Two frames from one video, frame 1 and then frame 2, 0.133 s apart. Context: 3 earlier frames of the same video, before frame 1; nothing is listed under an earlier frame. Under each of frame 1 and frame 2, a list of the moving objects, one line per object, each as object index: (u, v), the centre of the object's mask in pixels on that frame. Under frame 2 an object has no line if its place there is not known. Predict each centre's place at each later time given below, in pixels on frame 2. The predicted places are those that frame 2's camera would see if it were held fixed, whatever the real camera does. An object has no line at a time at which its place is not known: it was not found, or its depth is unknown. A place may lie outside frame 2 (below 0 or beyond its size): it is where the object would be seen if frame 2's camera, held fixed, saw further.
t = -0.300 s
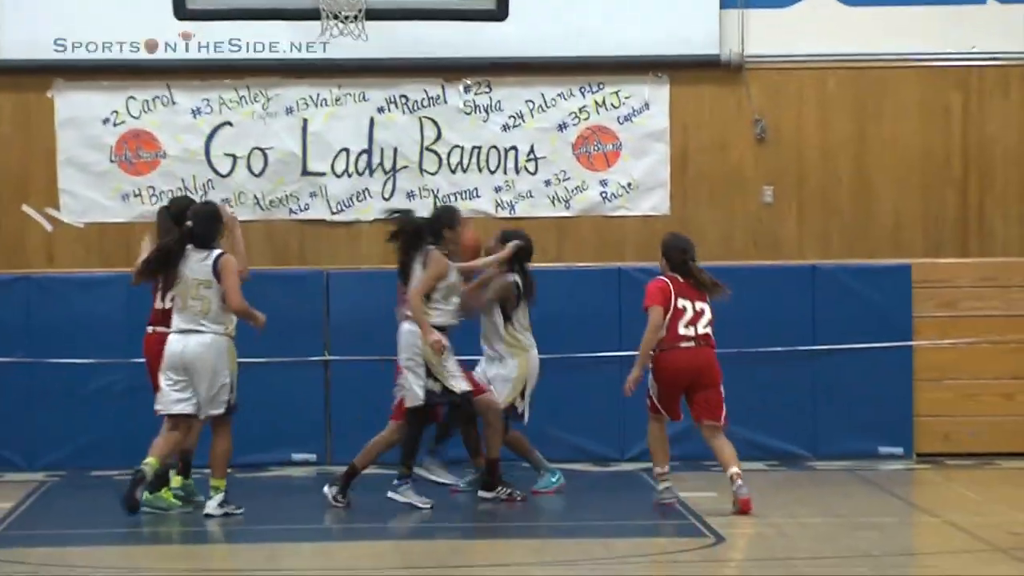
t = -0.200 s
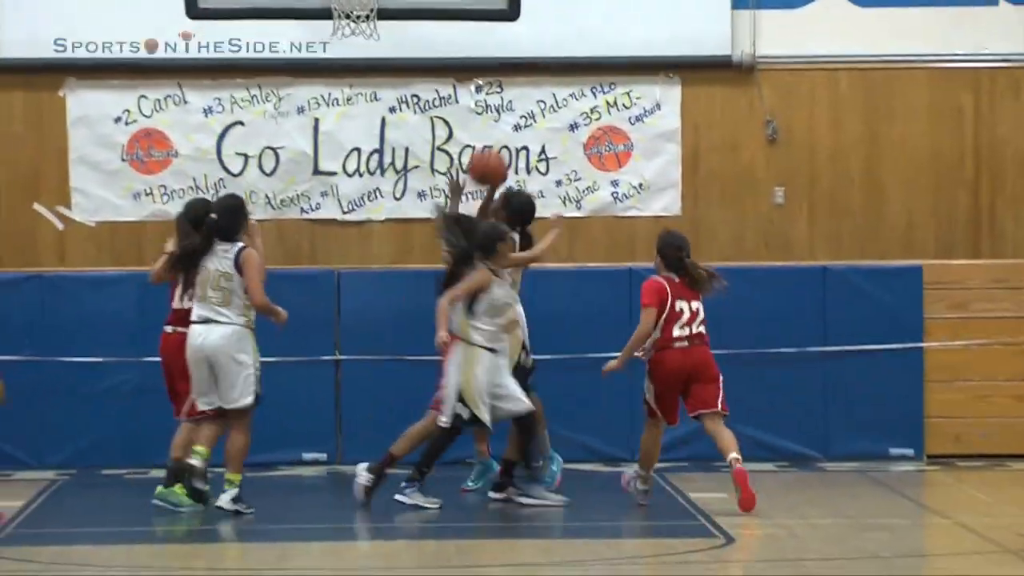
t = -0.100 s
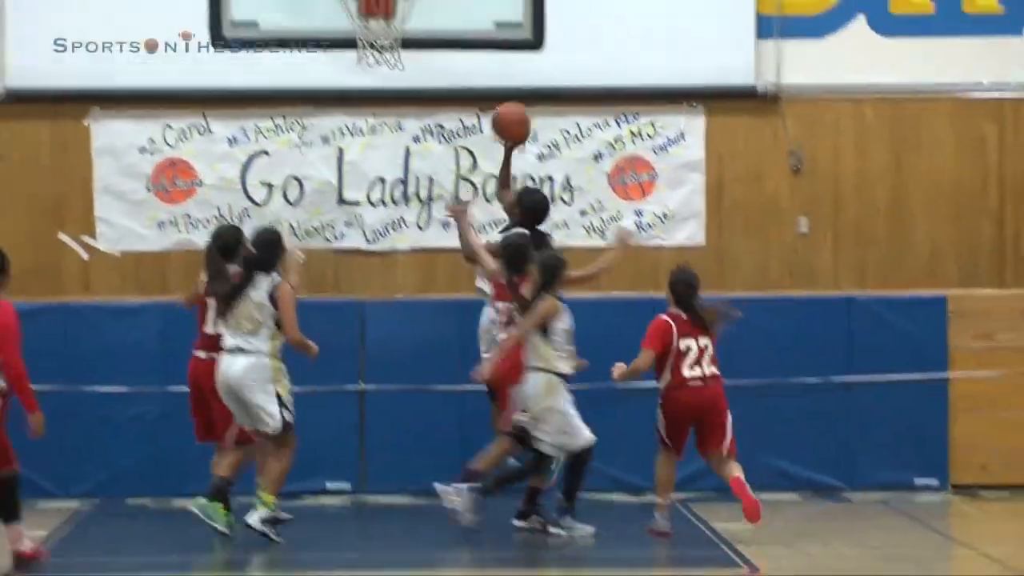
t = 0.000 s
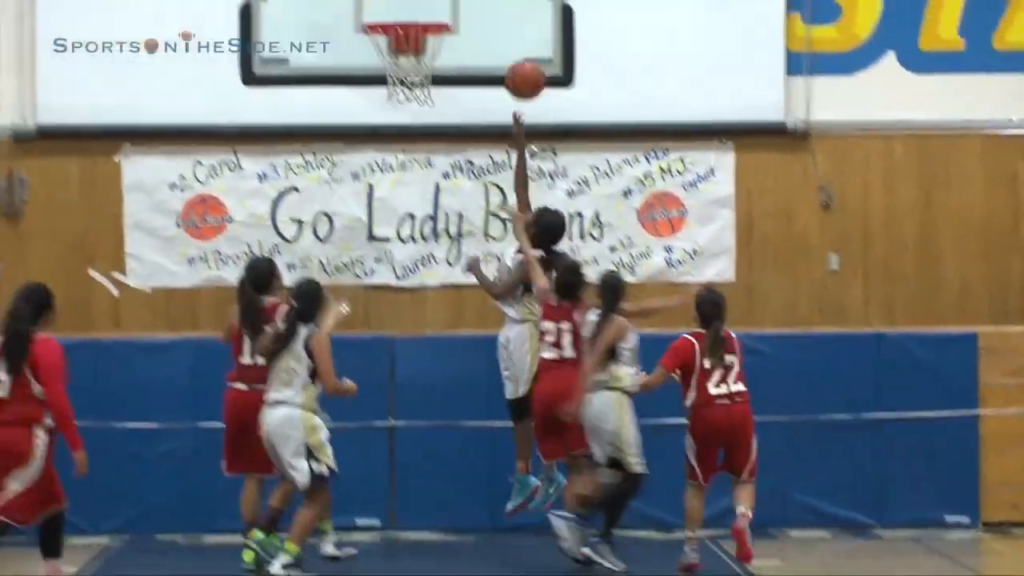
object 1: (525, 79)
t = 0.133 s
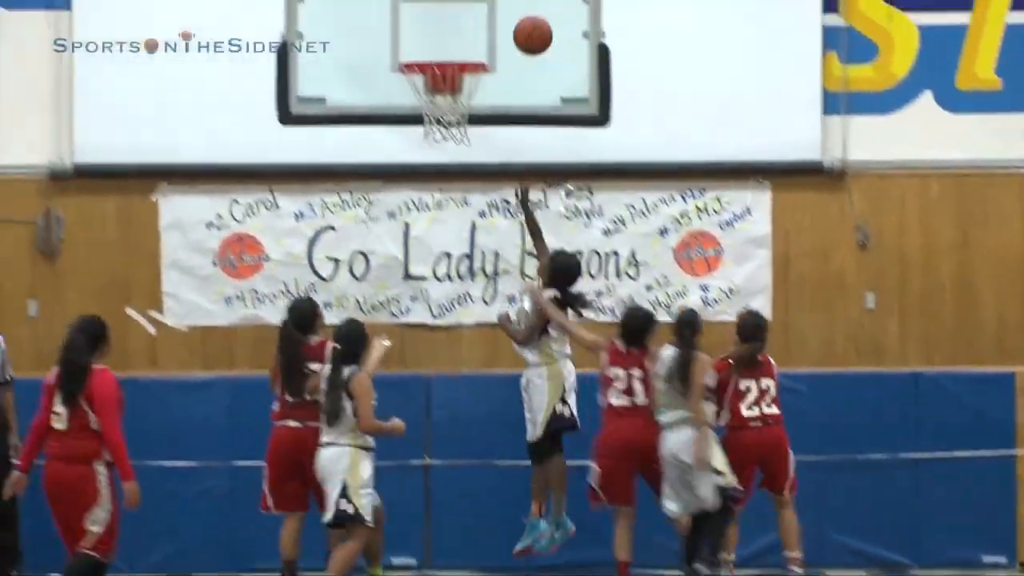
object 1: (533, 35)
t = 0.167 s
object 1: (525, 19)
